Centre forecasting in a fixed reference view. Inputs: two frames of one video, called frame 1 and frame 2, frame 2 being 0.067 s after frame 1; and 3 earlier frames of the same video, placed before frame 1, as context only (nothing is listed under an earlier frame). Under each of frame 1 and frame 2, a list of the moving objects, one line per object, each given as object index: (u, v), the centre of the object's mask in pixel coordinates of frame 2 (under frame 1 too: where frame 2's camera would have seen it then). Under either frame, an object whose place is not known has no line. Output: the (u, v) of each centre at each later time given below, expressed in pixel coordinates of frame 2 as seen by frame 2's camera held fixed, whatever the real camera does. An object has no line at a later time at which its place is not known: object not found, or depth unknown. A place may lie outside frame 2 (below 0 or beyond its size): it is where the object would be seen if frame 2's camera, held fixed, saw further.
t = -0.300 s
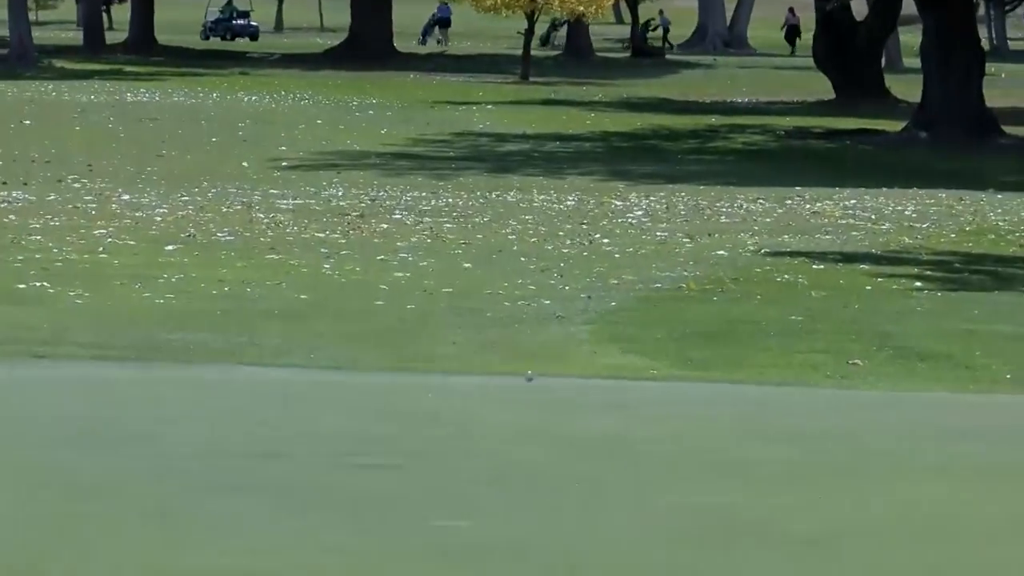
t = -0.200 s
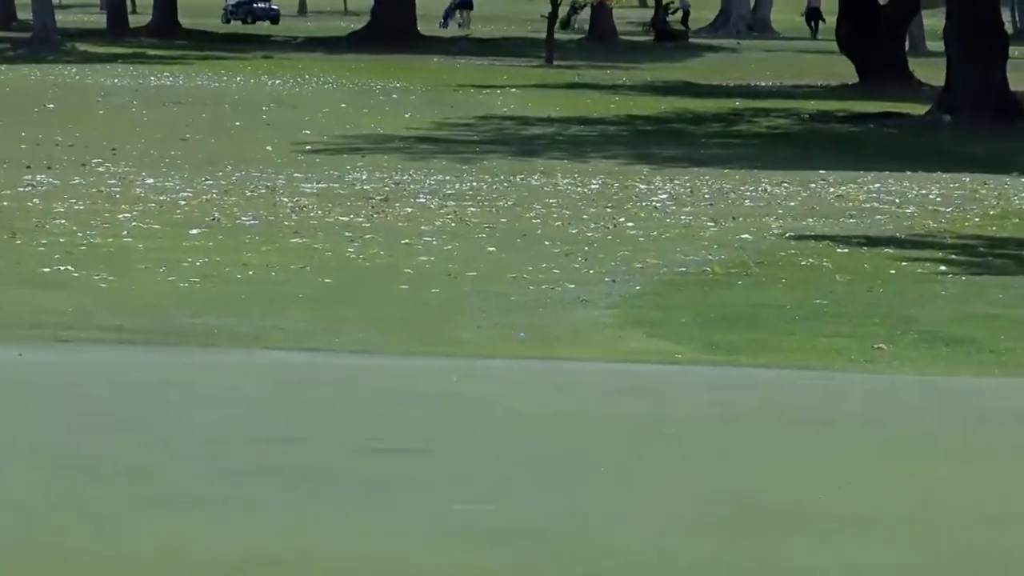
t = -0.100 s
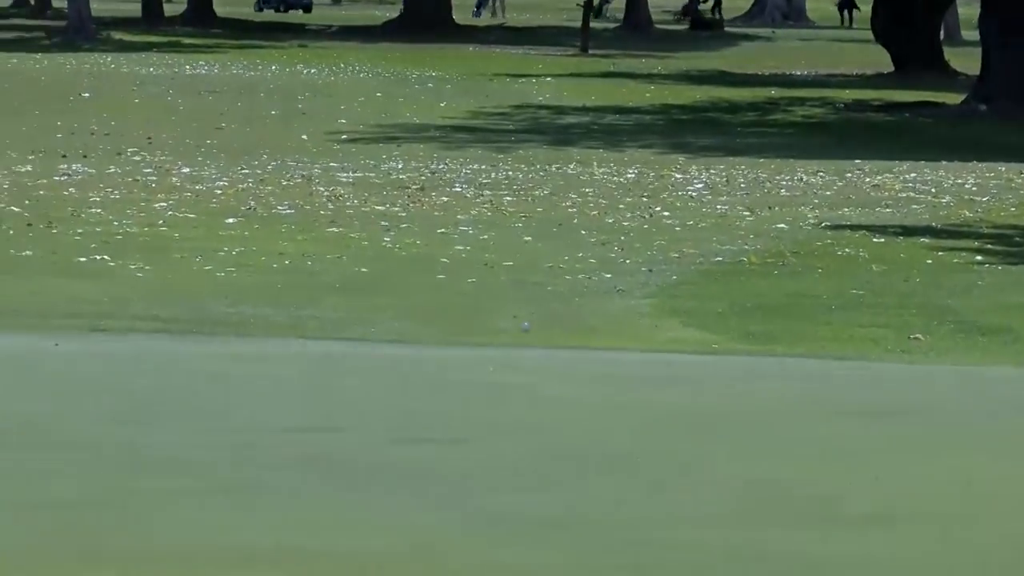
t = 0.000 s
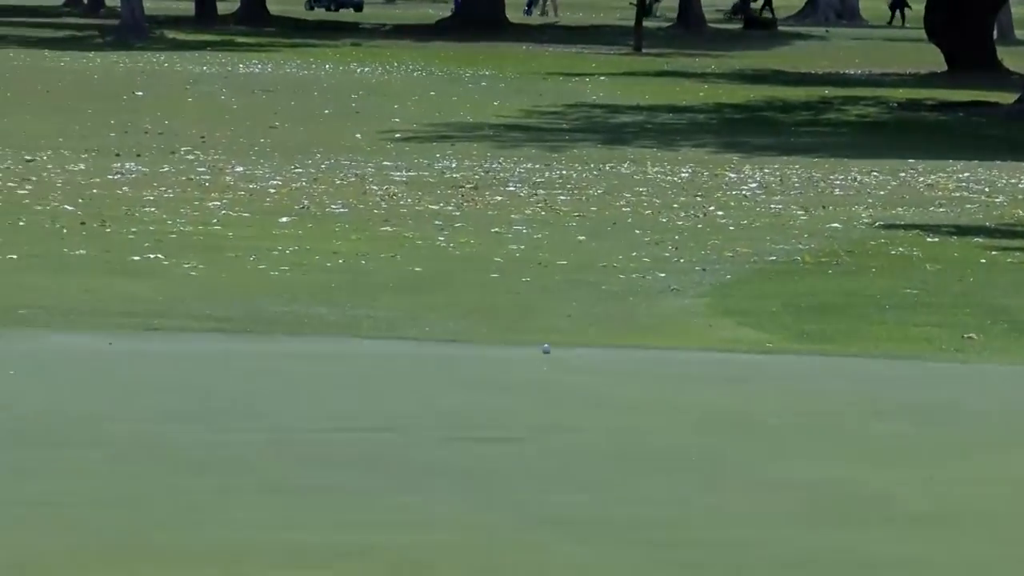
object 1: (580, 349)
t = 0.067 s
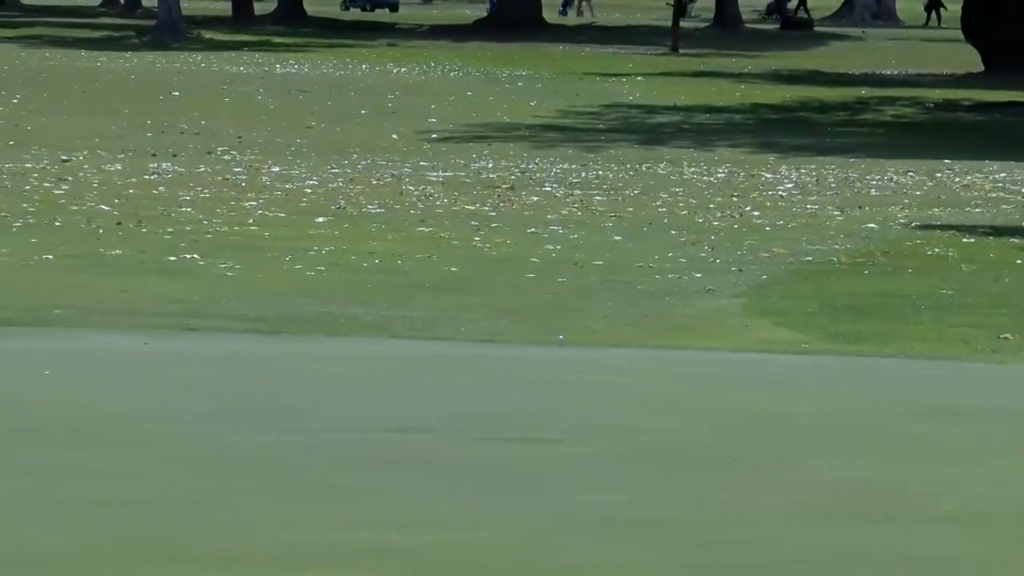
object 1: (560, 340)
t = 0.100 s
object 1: (552, 339)
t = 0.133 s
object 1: (541, 342)
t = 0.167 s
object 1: (531, 347)
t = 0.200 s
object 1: (520, 346)
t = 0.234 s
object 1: (510, 344)
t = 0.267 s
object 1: (500, 345)
